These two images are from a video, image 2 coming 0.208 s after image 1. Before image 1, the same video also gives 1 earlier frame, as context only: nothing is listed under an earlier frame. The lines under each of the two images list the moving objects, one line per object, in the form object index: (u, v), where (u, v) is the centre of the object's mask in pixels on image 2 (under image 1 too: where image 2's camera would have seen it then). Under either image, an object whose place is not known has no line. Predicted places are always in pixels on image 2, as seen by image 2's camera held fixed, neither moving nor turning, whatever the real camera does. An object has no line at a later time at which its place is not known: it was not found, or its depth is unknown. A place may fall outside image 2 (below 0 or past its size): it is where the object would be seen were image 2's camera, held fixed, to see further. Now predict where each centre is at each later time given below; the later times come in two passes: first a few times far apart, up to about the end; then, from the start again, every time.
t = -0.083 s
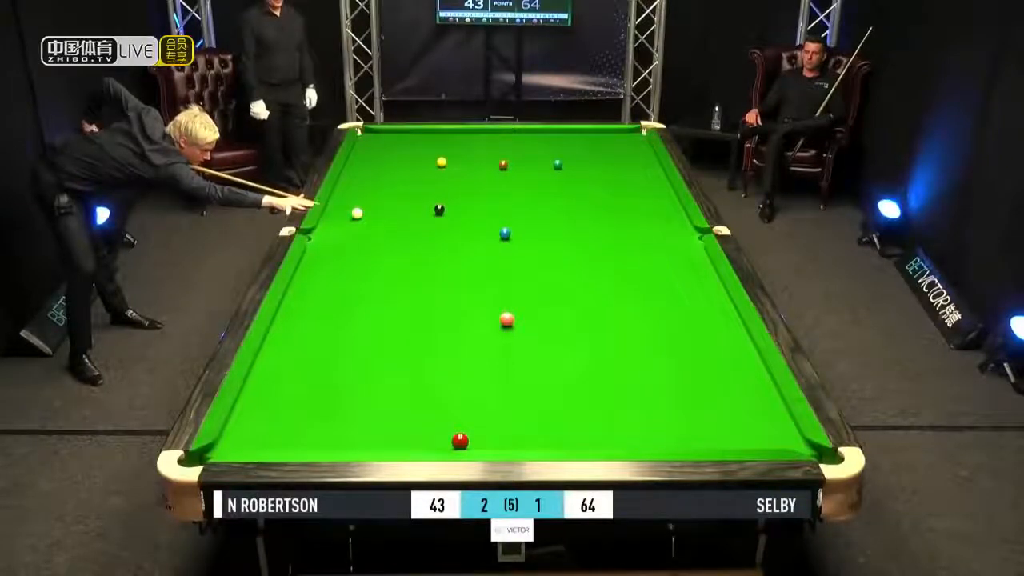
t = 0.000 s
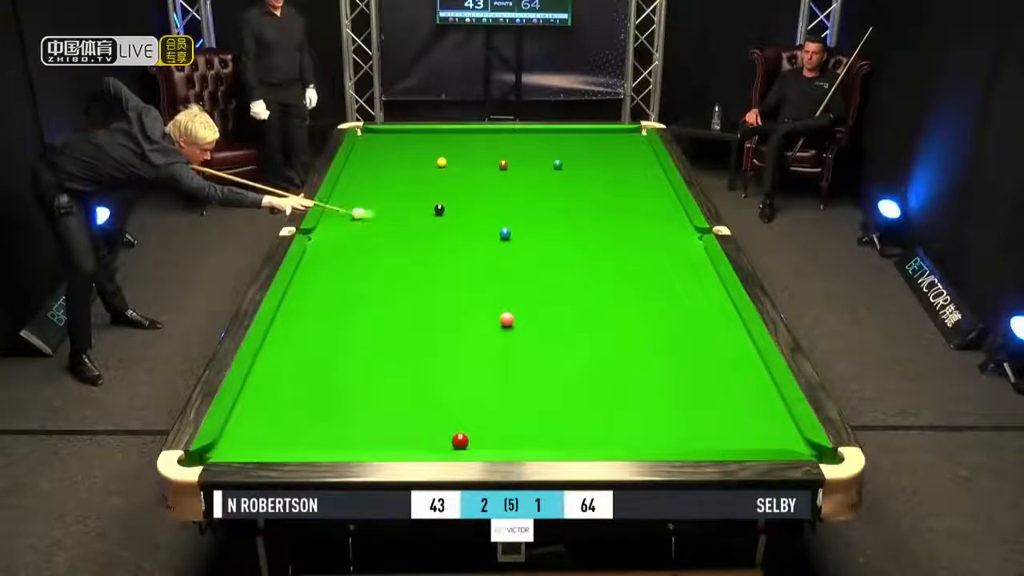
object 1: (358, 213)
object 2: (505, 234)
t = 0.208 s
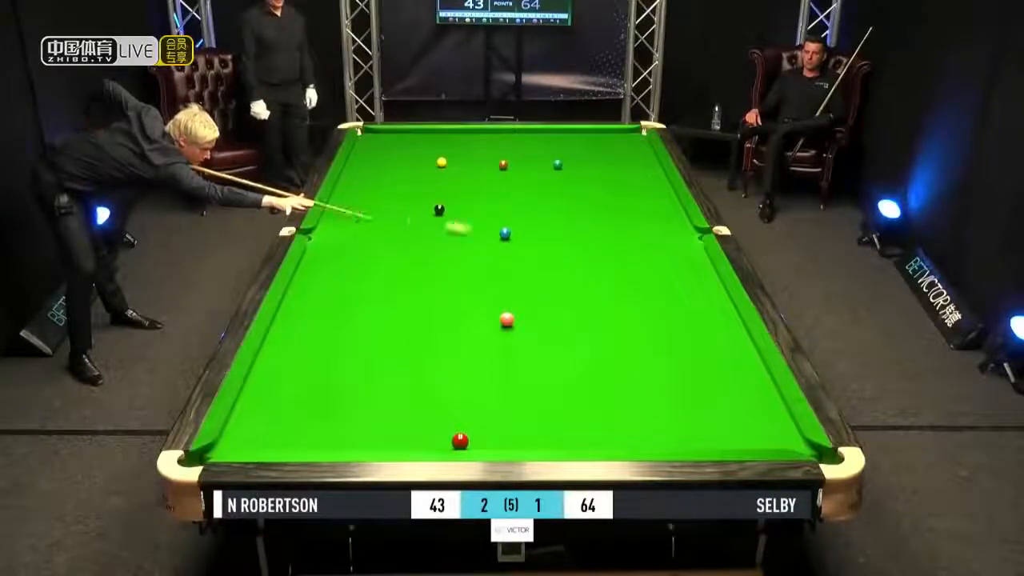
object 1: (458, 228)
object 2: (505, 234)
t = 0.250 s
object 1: (475, 231)
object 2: (505, 234)
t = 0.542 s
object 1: (498, 246)
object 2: (599, 235)
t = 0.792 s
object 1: (502, 258)
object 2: (674, 235)
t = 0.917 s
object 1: (504, 265)
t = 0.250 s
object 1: (475, 231)
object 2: (505, 234)
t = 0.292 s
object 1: (492, 234)
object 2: (506, 234)
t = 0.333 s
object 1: (494, 236)
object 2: (522, 235)
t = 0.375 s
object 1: (495, 238)
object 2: (540, 234)
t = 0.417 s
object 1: (495, 240)
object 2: (556, 234)
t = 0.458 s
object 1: (496, 242)
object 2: (571, 235)
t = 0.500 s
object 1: (497, 244)
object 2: (585, 235)
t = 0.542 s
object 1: (498, 246)
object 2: (599, 235)
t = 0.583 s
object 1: (498, 248)
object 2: (612, 235)
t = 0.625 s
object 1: (499, 250)
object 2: (626, 235)
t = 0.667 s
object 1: (500, 252)
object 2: (638, 235)
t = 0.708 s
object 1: (500, 254)
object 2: (650, 235)
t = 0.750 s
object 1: (501, 256)
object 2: (661, 235)
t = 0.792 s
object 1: (502, 258)
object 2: (674, 235)
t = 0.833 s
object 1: (503, 260)
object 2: (684, 236)
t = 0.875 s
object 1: (504, 263)
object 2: (697, 235)
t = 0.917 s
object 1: (504, 265)
